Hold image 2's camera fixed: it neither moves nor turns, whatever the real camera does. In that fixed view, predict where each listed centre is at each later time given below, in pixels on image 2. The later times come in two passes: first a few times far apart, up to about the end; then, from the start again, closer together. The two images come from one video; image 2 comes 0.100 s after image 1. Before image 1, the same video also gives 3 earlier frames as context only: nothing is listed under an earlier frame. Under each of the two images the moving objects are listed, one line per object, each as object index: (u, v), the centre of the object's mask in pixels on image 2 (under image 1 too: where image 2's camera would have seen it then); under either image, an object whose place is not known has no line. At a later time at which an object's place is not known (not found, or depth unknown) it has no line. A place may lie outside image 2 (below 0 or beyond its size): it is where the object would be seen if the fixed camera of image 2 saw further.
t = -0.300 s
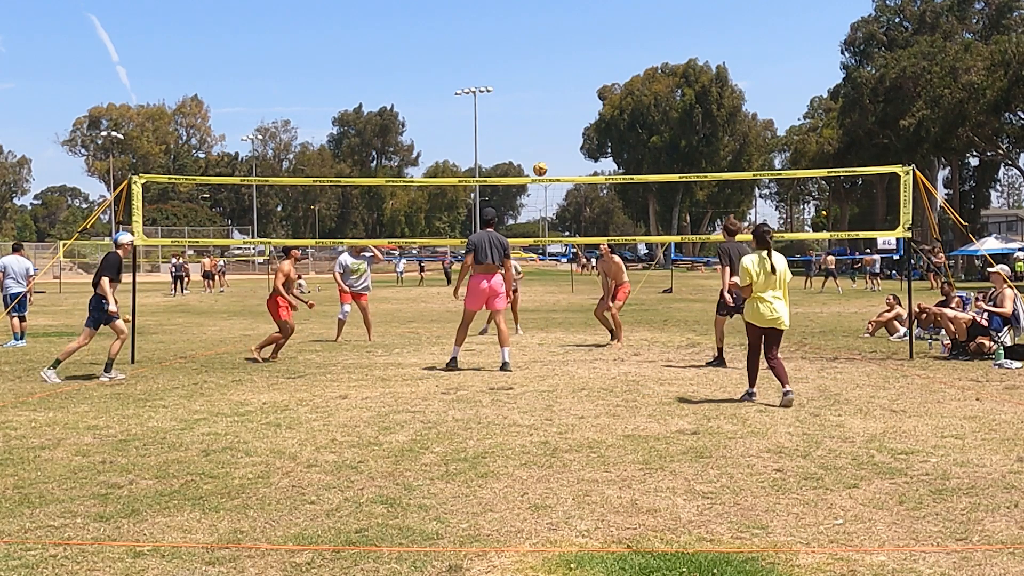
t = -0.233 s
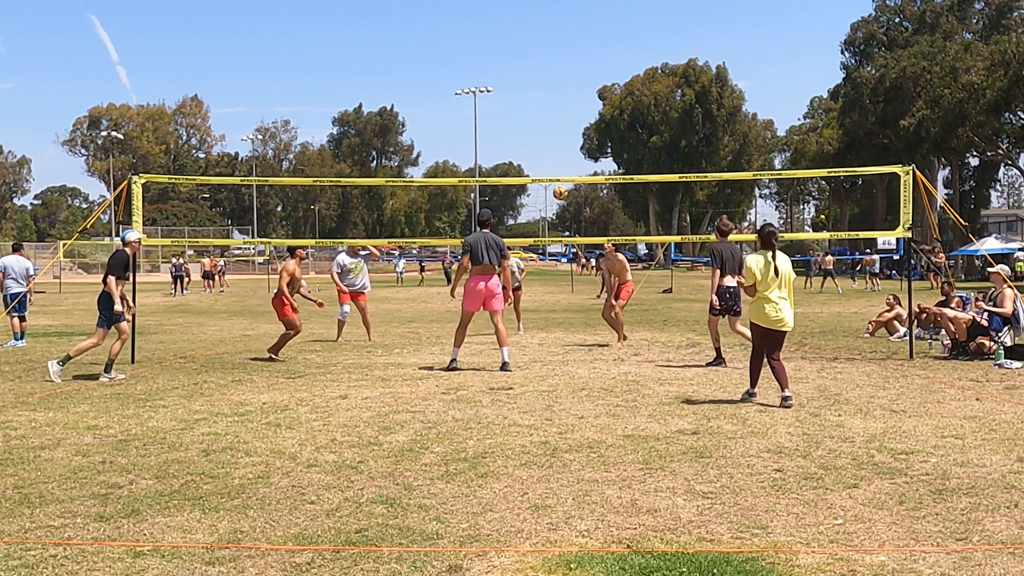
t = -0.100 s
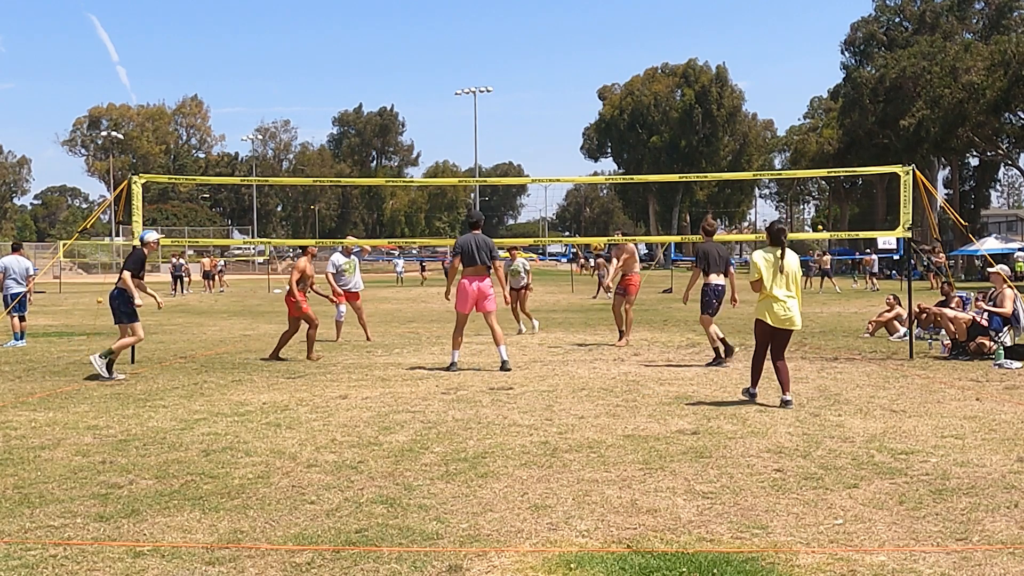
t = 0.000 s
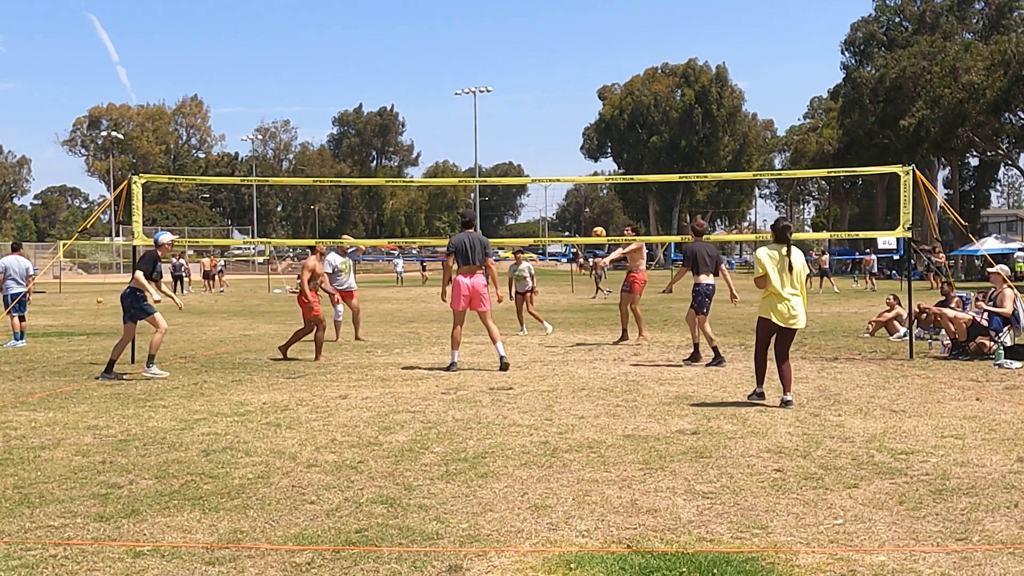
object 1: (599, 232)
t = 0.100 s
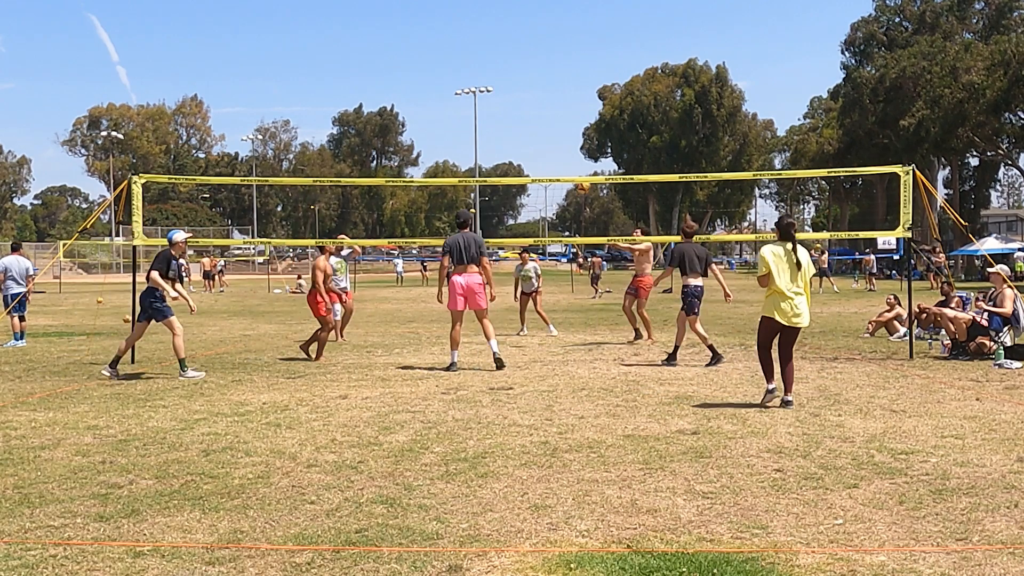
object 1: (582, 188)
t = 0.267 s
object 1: (557, 122)
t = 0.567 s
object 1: (512, 56)
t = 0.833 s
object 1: (477, 49)
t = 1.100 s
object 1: (444, 91)
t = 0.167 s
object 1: (572, 158)
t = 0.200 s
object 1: (567, 146)
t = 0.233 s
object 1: (562, 134)
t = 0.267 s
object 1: (557, 122)
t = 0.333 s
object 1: (547, 102)
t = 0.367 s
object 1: (541, 93)
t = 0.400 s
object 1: (537, 85)
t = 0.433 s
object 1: (532, 78)
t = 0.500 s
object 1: (522, 65)
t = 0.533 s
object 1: (517, 60)
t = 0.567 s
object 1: (512, 56)
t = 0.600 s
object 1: (508, 52)
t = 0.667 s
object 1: (498, 48)
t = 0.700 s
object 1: (494, 46)
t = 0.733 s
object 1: (489, 46)
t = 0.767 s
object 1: (485, 46)
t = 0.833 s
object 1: (477, 49)
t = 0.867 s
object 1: (472, 52)
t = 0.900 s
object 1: (468, 55)
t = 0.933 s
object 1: (464, 59)
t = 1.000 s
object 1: (456, 70)
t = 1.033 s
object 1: (452, 76)
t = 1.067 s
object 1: (448, 83)
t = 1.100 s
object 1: (444, 91)
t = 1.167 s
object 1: (436, 110)
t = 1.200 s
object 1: (433, 120)
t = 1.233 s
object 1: (429, 131)
